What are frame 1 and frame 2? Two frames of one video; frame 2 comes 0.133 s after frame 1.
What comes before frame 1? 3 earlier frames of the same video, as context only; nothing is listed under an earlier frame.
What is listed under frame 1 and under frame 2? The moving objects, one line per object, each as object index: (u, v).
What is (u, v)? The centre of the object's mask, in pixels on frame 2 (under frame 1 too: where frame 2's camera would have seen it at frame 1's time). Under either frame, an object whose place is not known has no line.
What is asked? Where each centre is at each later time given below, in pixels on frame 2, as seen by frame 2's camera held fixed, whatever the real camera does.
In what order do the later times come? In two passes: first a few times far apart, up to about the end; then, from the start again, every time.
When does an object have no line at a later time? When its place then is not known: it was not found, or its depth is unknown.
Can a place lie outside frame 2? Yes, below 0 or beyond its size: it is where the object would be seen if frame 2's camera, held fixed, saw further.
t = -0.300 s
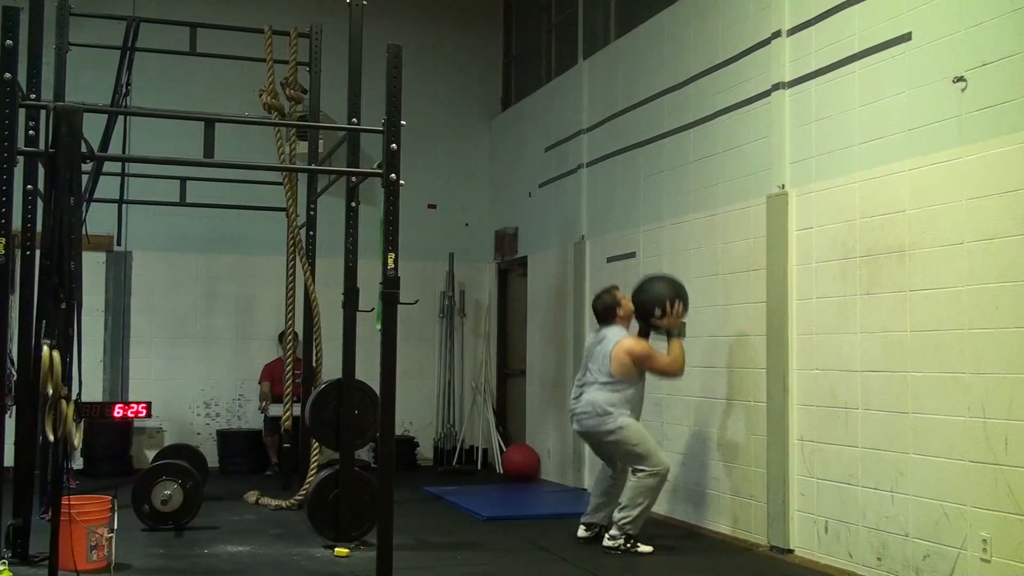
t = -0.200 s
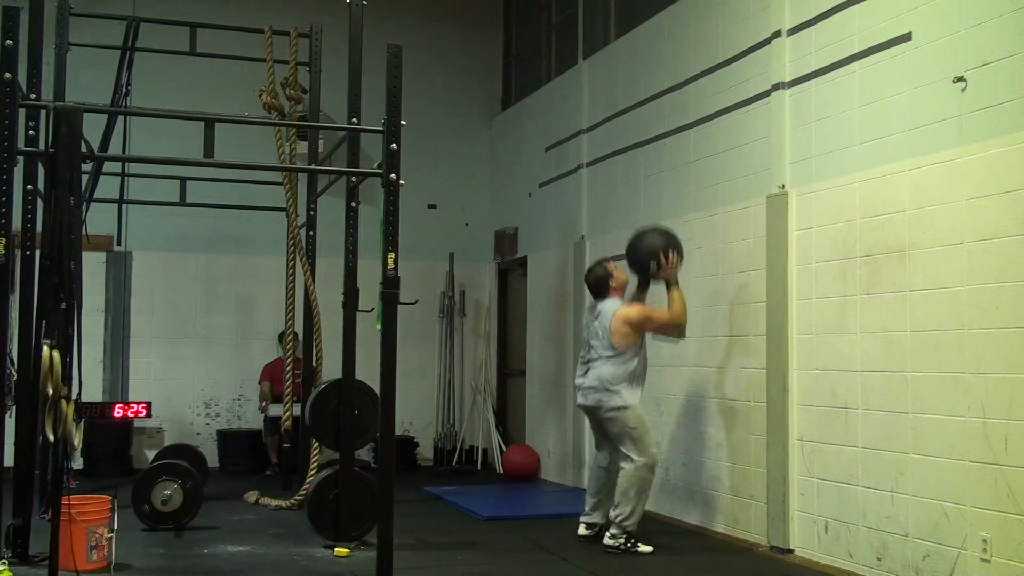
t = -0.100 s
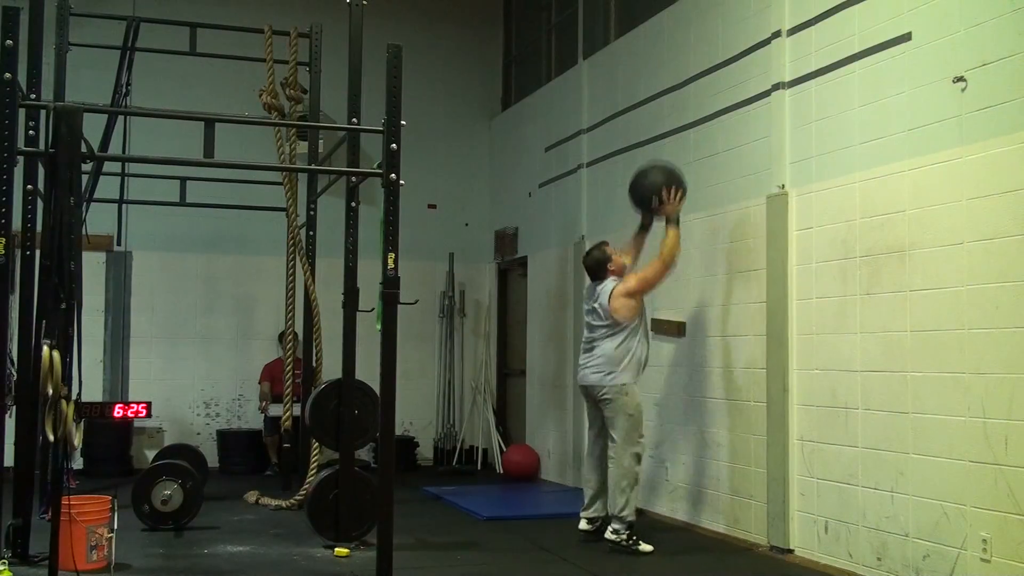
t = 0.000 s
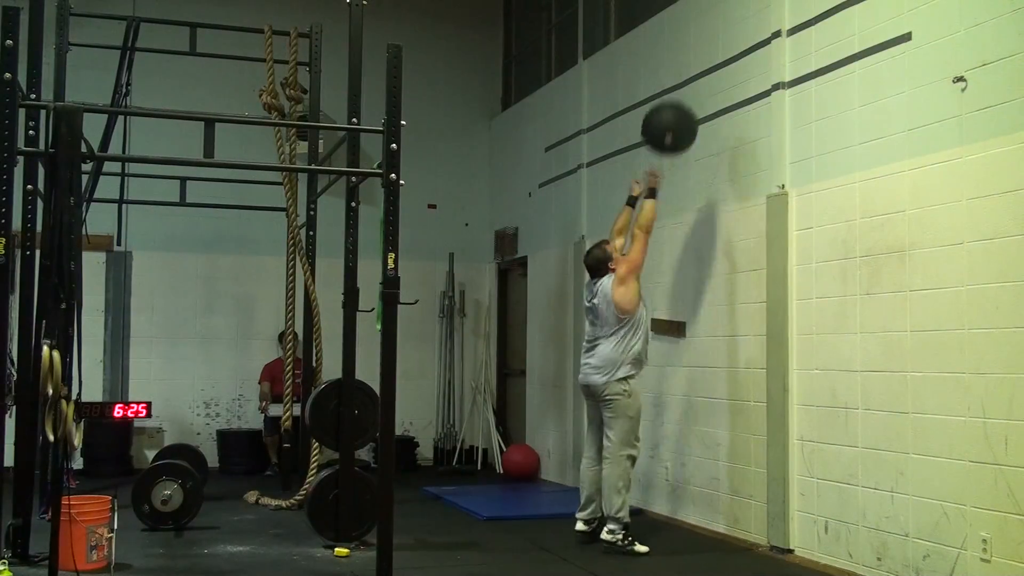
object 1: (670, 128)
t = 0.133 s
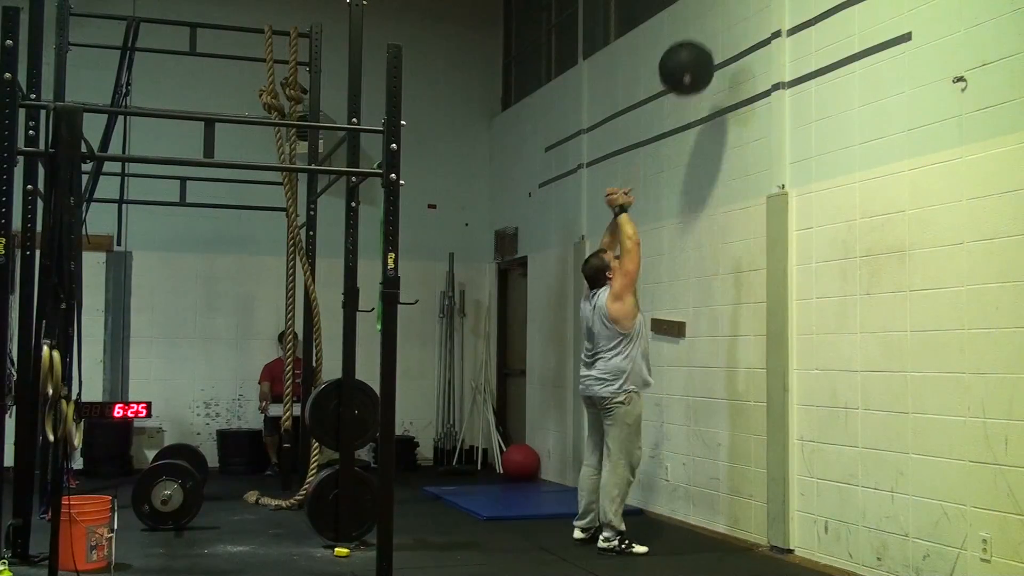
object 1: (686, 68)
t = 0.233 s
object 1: (699, 41)
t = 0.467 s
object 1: (708, 34)
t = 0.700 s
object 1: (687, 108)
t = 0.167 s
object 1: (691, 57)
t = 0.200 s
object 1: (695, 48)
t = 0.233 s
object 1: (699, 41)
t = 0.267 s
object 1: (703, 35)
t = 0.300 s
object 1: (707, 31)
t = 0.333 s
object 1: (713, 29)
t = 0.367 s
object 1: (716, 28)
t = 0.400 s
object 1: (714, 29)
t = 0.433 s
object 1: (712, 31)
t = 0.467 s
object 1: (708, 34)
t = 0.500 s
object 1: (706, 40)
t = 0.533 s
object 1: (702, 47)
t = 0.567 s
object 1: (699, 55)
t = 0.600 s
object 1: (696, 66)
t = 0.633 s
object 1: (693, 78)
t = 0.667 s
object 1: (690, 92)
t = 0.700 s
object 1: (687, 108)
